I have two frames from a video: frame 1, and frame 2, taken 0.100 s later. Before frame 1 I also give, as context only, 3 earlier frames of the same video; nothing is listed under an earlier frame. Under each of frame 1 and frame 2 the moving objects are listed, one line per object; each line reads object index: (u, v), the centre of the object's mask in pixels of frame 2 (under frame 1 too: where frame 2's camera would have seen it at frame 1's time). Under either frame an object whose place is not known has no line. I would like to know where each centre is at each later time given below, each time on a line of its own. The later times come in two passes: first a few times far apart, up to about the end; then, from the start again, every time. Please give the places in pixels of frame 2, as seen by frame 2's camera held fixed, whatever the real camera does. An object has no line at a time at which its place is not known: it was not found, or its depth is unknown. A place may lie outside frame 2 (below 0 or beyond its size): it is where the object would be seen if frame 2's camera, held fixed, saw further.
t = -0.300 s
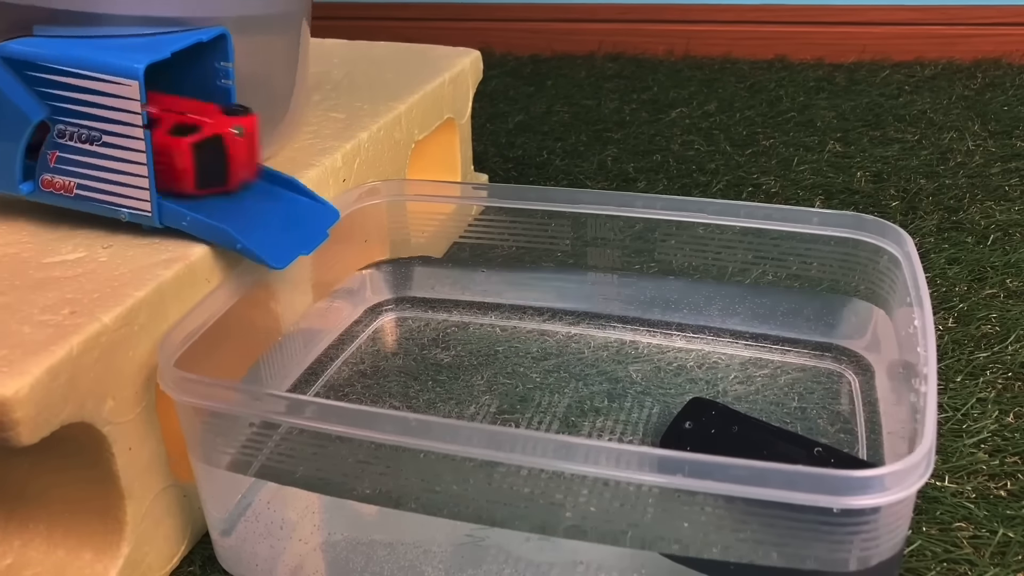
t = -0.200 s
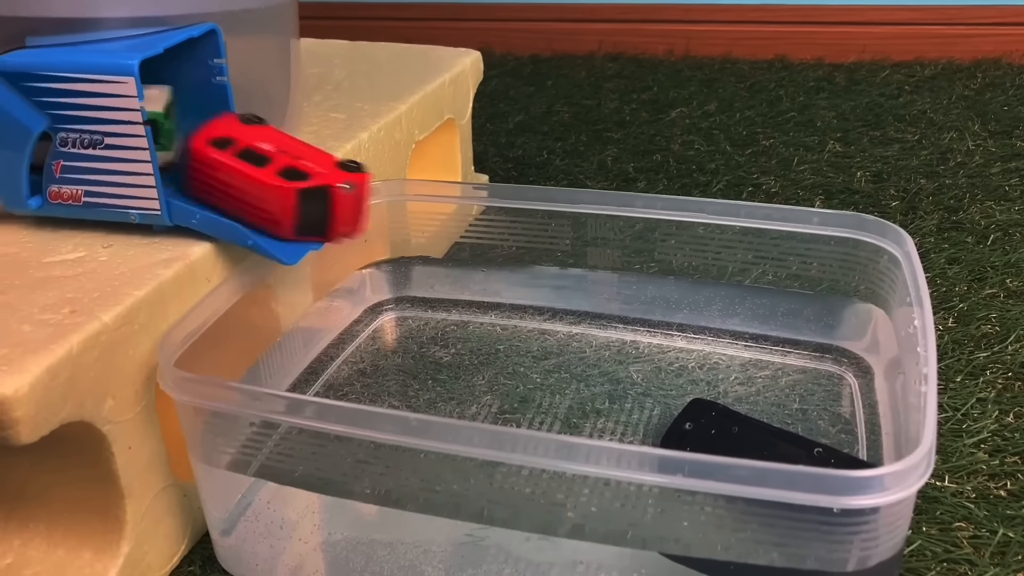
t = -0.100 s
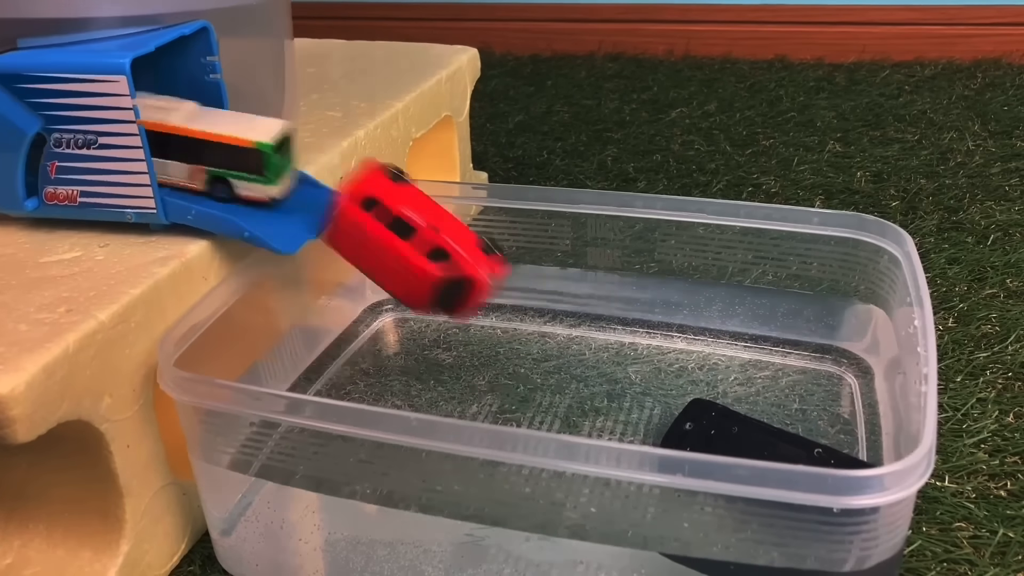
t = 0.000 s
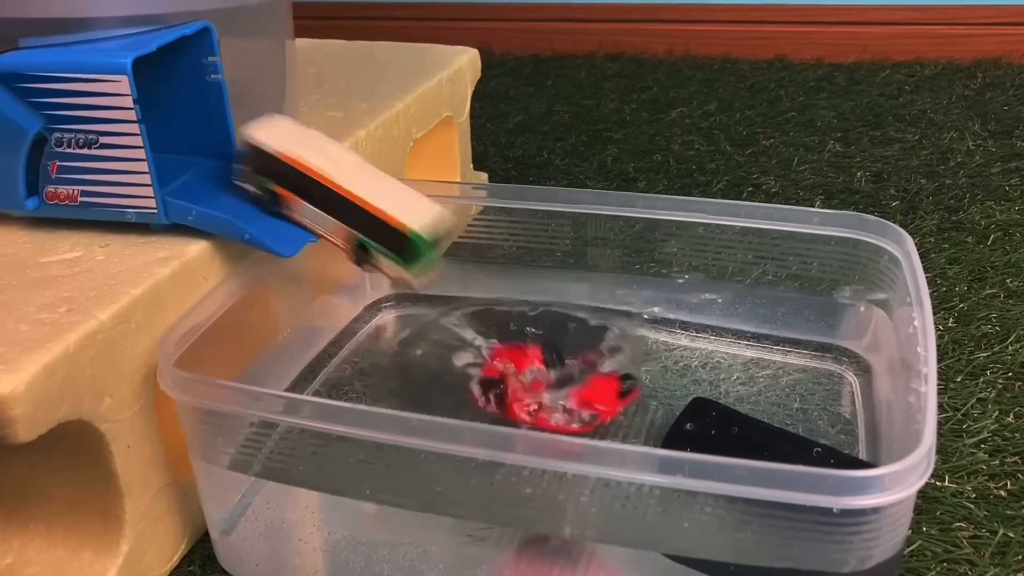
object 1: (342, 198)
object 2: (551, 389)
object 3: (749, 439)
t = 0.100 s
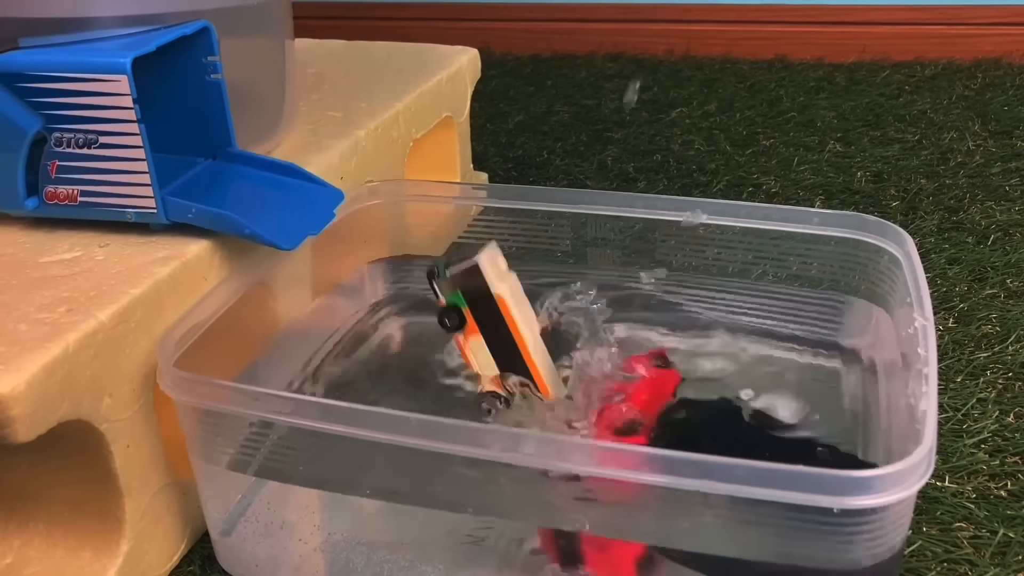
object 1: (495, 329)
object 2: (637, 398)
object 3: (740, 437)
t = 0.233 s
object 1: (507, 391)
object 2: (671, 410)
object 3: (761, 436)
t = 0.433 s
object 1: (493, 381)
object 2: (685, 417)
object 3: (796, 436)
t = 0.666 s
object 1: (493, 387)
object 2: (695, 415)
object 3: (819, 434)
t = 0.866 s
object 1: (497, 390)
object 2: (706, 420)
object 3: (829, 437)
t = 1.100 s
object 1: (484, 383)
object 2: (705, 420)
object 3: (831, 433)
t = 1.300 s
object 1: (491, 383)
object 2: (707, 404)
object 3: (830, 439)
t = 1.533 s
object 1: (501, 387)
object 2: (698, 416)
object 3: (826, 438)
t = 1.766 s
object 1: (494, 386)
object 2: (717, 417)
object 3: (829, 439)
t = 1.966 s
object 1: (495, 385)
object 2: (713, 415)
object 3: (832, 439)
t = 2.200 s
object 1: (499, 389)
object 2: (698, 411)
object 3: (831, 439)
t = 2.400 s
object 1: (503, 389)
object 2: (697, 419)
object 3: (828, 438)
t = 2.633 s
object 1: (501, 389)
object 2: (697, 418)
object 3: (827, 437)
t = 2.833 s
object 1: (509, 390)
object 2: (698, 417)
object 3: (826, 438)
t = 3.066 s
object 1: (507, 391)
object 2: (697, 417)
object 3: (827, 437)
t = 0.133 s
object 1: (497, 349)
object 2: (650, 401)
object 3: (752, 439)
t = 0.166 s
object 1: (490, 361)
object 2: (658, 409)
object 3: (763, 441)
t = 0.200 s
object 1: (488, 375)
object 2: (665, 409)
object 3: (759, 438)
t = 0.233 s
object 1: (507, 391)
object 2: (671, 410)
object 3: (761, 436)
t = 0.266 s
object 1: (502, 389)
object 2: (669, 410)
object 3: (768, 437)
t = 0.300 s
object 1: (484, 381)
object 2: (679, 410)
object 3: (781, 438)
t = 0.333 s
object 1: (484, 380)
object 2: (688, 410)
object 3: (788, 440)
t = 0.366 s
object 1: (483, 380)
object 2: (693, 416)
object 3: (798, 440)
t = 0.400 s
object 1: (483, 382)
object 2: (684, 416)
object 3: (792, 436)
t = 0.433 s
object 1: (493, 381)
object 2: (685, 417)
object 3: (796, 436)
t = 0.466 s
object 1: (493, 383)
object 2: (688, 418)
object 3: (801, 438)
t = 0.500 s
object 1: (493, 383)
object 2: (686, 419)
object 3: (803, 441)
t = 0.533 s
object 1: (493, 386)
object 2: (690, 418)
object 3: (810, 438)
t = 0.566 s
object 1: (487, 386)
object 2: (706, 419)
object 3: (816, 439)
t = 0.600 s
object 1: (480, 384)
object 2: (694, 416)
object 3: (826, 437)
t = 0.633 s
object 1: (482, 385)
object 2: (693, 417)
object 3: (817, 434)
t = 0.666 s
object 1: (493, 387)
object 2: (695, 415)
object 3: (819, 434)
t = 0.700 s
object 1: (492, 384)
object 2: (692, 416)
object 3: (822, 437)
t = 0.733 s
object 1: (492, 384)
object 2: (704, 419)
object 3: (822, 440)
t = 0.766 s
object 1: (492, 384)
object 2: (699, 418)
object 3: (826, 438)
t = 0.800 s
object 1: (496, 386)
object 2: (701, 417)
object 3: (829, 440)
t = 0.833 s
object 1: (496, 388)
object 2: (703, 417)
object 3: (834, 437)
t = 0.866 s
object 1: (497, 390)
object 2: (706, 420)
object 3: (829, 437)
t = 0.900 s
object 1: (487, 386)
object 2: (696, 415)
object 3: (824, 435)
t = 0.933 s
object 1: (484, 384)
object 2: (706, 420)
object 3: (817, 438)
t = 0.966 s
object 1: (484, 385)
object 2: (696, 420)
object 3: (827, 436)
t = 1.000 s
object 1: (486, 386)
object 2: (692, 418)
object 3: (827, 439)
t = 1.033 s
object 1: (495, 389)
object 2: (691, 418)
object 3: (821, 440)
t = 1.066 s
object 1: (490, 384)
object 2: (700, 419)
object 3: (830, 437)
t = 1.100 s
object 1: (484, 383)
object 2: (705, 420)
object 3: (831, 433)
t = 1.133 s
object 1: (486, 384)
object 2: (700, 414)
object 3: (829, 438)
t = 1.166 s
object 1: (485, 384)
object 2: (712, 414)
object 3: (825, 441)
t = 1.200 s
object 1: (487, 383)
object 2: (719, 409)
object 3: (831, 441)
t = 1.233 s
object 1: (493, 385)
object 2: (695, 418)
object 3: (837, 439)
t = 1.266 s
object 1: (496, 383)
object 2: (700, 406)
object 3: (829, 443)
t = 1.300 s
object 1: (491, 383)
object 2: (707, 404)
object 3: (830, 439)
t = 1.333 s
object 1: (493, 386)
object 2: (698, 405)
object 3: (818, 437)
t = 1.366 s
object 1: (491, 387)
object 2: (699, 410)
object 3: (823, 437)
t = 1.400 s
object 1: (495, 387)
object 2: (695, 418)
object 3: (827, 435)
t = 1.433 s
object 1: (494, 387)
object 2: (696, 417)
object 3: (820, 439)
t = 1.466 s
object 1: (494, 387)
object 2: (705, 408)
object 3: (829, 440)
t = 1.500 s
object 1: (499, 386)
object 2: (699, 420)
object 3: (832, 439)
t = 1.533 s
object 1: (501, 387)
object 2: (698, 416)
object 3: (826, 438)
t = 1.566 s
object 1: (497, 386)
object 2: (698, 416)
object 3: (825, 438)
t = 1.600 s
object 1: (494, 386)
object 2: (692, 415)
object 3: (825, 437)
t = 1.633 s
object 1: (494, 386)
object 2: (695, 417)
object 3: (828, 438)
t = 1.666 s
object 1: (490, 384)
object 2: (696, 416)
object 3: (829, 439)
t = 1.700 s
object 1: (497, 385)
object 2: (701, 412)
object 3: (829, 439)
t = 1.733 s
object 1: (495, 386)
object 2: (703, 409)
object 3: (833, 438)
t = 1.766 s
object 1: (494, 386)
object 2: (717, 417)
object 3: (829, 439)
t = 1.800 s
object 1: (497, 387)
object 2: (692, 415)
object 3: (825, 438)
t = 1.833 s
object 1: (493, 386)
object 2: (692, 418)
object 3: (820, 438)
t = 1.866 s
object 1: (496, 387)
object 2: (698, 415)
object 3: (823, 439)
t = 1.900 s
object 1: (494, 386)
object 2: (705, 413)
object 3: (829, 439)
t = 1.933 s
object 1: (496, 386)
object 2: (714, 416)
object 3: (829, 441)
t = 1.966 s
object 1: (495, 385)
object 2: (713, 415)
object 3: (832, 439)
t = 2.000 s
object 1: (495, 385)
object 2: (691, 414)
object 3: (834, 441)
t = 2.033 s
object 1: (499, 385)
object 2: (718, 412)
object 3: (829, 439)
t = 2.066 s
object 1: (504, 388)
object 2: (710, 412)
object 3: (823, 437)
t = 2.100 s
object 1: (504, 389)
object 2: (709, 414)
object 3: (826, 436)
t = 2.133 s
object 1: (504, 390)
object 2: (706, 413)
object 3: (828, 438)
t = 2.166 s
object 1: (504, 391)
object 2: (692, 414)
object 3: (822, 440)
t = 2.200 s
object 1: (499, 389)
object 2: (698, 411)
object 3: (831, 439)
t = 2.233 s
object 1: (500, 389)
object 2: (697, 417)
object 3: (827, 438)
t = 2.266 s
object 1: (501, 389)
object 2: (698, 417)
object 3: (829, 436)
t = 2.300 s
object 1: (502, 388)
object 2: (694, 417)
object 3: (827, 436)
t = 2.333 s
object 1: (502, 389)
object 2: (706, 414)
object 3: (828, 436)
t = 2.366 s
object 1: (507, 390)
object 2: (705, 415)
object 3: (828, 437)
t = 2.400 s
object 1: (503, 389)
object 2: (697, 419)
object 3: (828, 438)
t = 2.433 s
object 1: (498, 387)
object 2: (698, 418)
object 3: (828, 439)
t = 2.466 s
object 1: (496, 386)
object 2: (698, 418)
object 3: (829, 440)
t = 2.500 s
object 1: (500, 388)
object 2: (698, 419)
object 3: (830, 440)
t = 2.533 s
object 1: (499, 388)
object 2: (699, 418)
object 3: (828, 439)
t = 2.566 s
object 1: (502, 388)
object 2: (698, 418)
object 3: (828, 438)
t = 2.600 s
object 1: (502, 388)
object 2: (697, 417)
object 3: (826, 438)
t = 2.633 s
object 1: (501, 389)
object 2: (697, 418)
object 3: (827, 437)
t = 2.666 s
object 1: (501, 389)
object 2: (698, 418)
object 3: (827, 438)
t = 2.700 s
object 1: (502, 389)
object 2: (697, 418)
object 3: (828, 438)
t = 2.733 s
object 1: (503, 389)
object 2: (697, 418)
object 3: (829, 439)
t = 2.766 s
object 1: (507, 389)
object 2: (697, 417)
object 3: (829, 439)
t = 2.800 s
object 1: (509, 390)
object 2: (699, 418)
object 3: (828, 438)
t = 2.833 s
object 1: (509, 390)
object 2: (698, 417)
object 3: (826, 438)
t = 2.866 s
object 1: (509, 391)
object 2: (697, 417)
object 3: (825, 437)
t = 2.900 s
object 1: (507, 391)
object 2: (697, 417)
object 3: (827, 437)
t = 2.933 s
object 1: (506, 391)
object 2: (696, 417)
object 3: (828, 436)
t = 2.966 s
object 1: (507, 392)
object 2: (695, 417)
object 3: (827, 436)
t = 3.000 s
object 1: (507, 392)
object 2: (696, 417)
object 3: (827, 437)
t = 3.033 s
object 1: (507, 391)
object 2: (695, 417)
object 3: (826, 437)
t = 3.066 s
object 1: (507, 391)
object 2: (697, 417)
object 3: (827, 437)
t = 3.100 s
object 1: (508, 391)
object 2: (697, 417)
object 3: (827, 438)
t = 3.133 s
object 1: (508, 390)
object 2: (698, 418)
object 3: (828, 439)
